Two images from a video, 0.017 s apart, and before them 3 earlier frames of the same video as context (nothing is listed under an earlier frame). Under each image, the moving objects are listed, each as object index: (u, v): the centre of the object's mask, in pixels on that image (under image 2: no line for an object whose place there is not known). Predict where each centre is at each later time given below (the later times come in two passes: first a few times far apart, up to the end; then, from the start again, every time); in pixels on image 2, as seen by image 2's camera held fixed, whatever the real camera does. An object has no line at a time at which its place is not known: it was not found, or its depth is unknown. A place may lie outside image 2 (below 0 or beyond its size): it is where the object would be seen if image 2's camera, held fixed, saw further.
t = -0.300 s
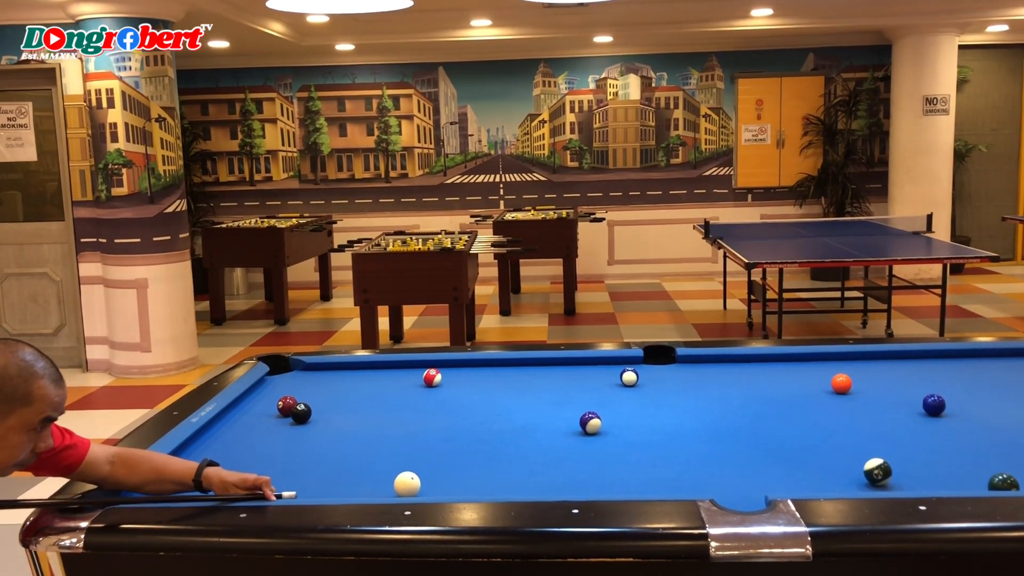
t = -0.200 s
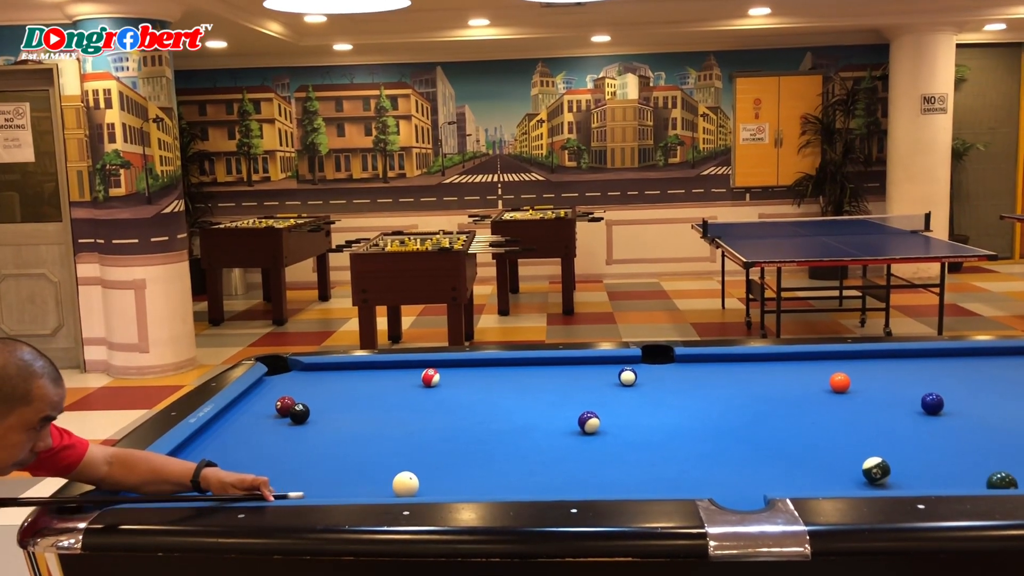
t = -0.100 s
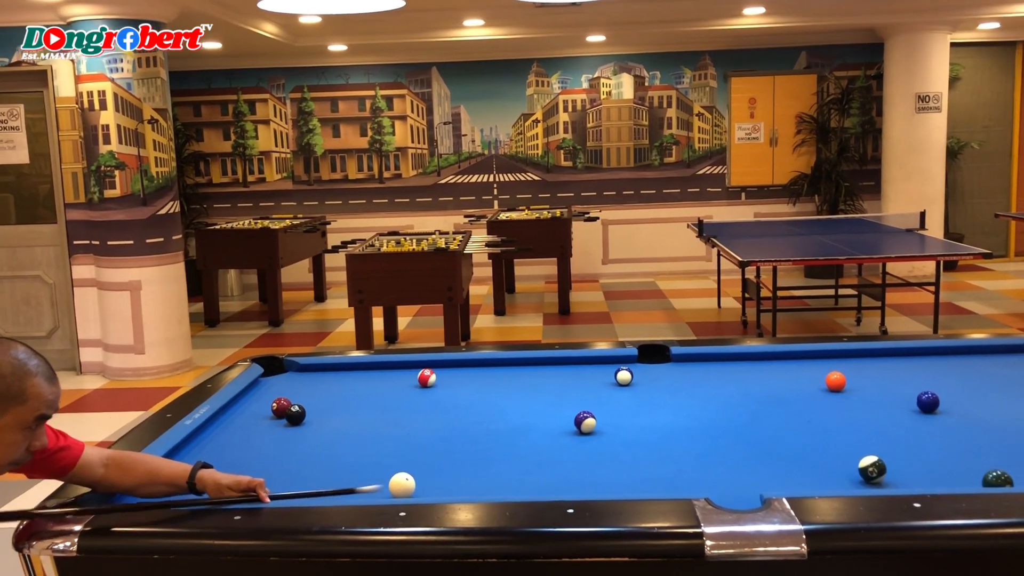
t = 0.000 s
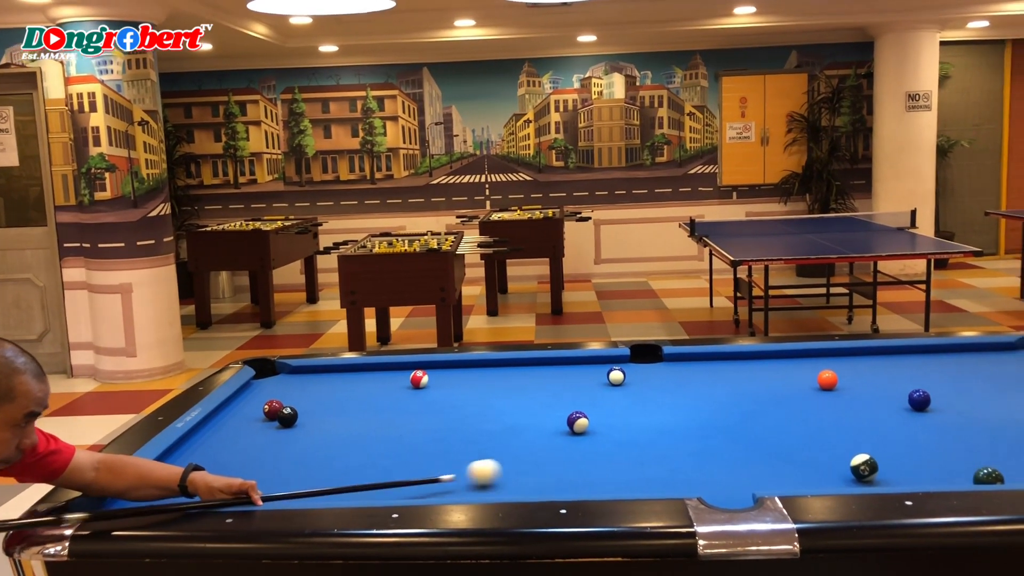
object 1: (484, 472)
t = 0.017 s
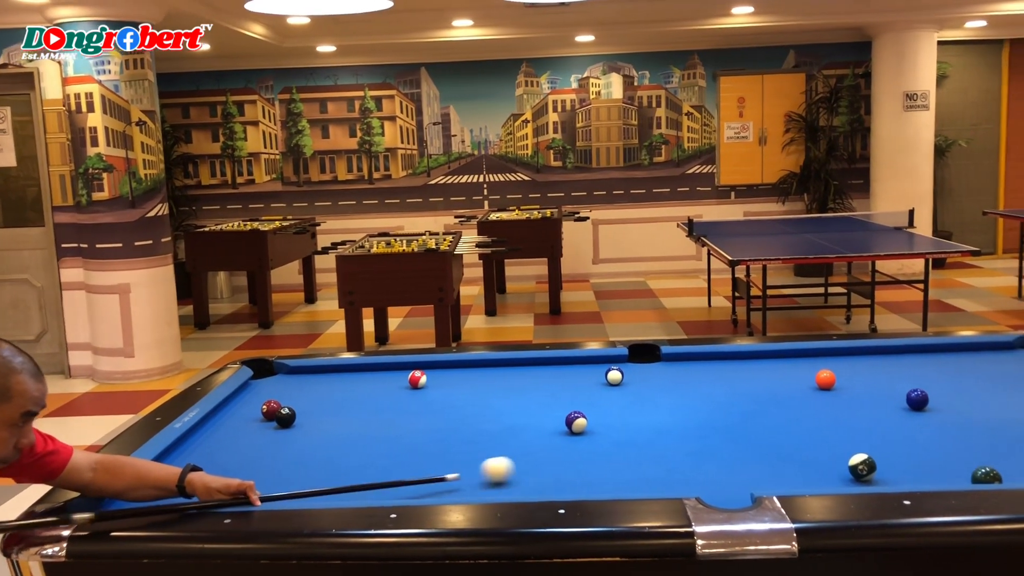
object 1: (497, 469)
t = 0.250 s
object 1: (671, 443)
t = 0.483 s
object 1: (809, 421)
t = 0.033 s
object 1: (512, 467)
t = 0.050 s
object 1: (526, 465)
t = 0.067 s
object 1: (541, 463)
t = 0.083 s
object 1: (555, 460)
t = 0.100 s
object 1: (568, 459)
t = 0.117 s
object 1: (580, 457)
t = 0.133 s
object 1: (592, 455)
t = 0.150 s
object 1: (605, 453)
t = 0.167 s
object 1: (616, 451)
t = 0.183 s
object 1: (628, 449)
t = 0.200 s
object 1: (639, 447)
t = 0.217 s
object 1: (650, 446)
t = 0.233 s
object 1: (660, 444)
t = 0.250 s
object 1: (671, 443)
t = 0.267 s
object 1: (681, 441)
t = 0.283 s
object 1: (692, 439)
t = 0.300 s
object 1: (702, 438)
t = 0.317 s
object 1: (713, 436)
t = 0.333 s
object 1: (722, 434)
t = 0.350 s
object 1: (732, 433)
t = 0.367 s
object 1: (742, 432)
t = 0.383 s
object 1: (752, 430)
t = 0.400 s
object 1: (762, 428)
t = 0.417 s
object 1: (771, 427)
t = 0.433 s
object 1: (781, 426)
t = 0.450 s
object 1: (790, 424)
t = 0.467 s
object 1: (800, 422)
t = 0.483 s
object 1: (809, 421)
